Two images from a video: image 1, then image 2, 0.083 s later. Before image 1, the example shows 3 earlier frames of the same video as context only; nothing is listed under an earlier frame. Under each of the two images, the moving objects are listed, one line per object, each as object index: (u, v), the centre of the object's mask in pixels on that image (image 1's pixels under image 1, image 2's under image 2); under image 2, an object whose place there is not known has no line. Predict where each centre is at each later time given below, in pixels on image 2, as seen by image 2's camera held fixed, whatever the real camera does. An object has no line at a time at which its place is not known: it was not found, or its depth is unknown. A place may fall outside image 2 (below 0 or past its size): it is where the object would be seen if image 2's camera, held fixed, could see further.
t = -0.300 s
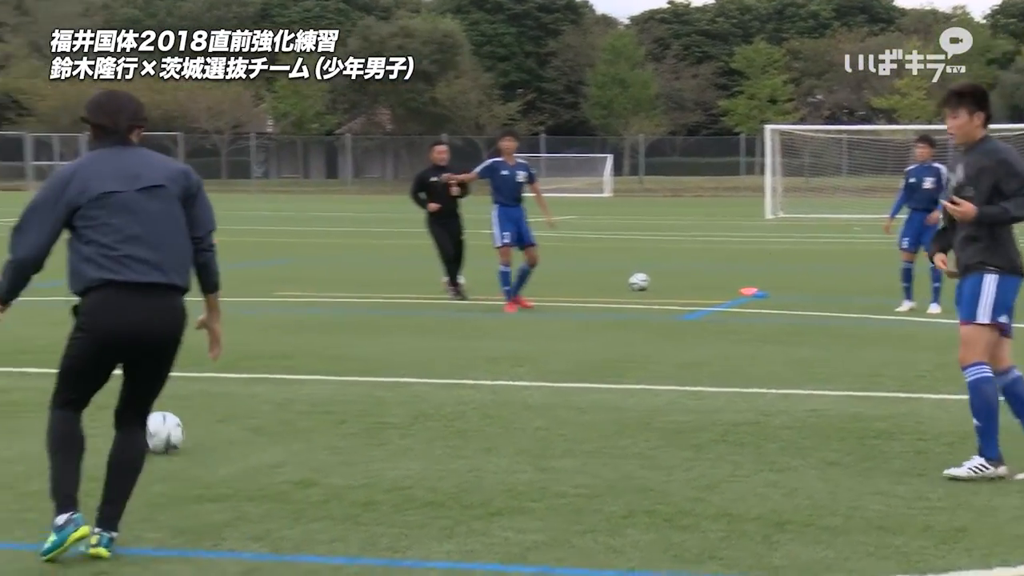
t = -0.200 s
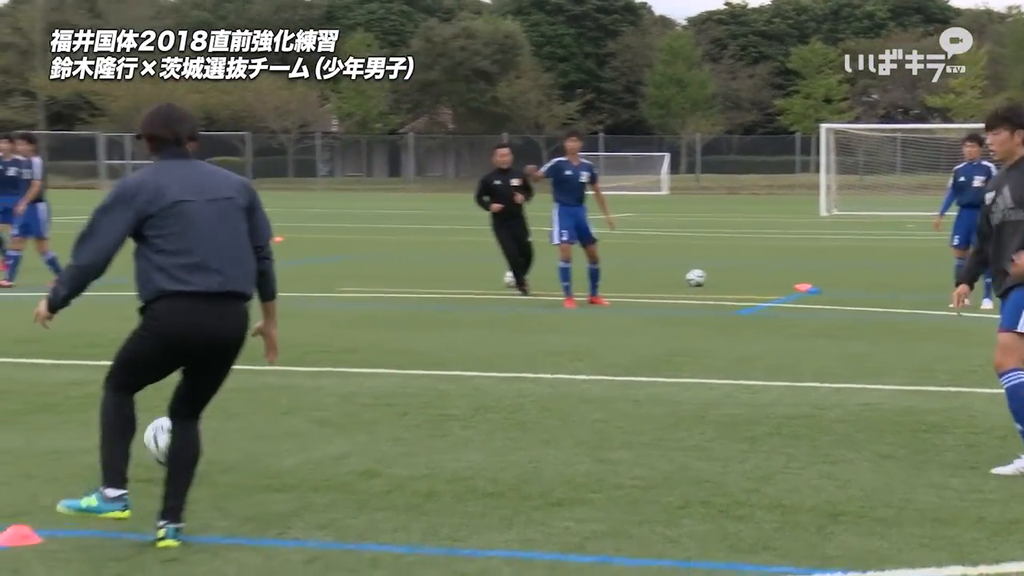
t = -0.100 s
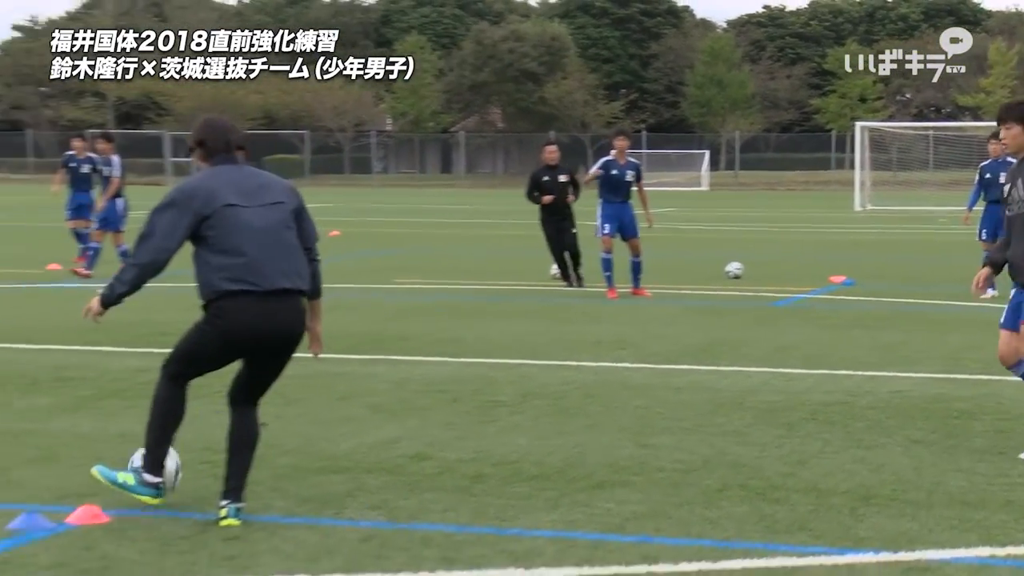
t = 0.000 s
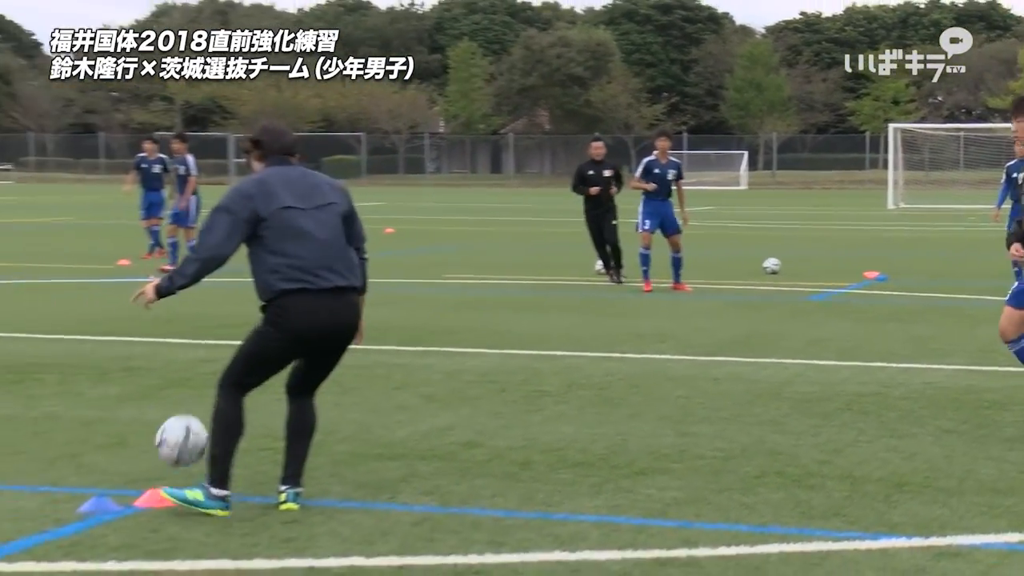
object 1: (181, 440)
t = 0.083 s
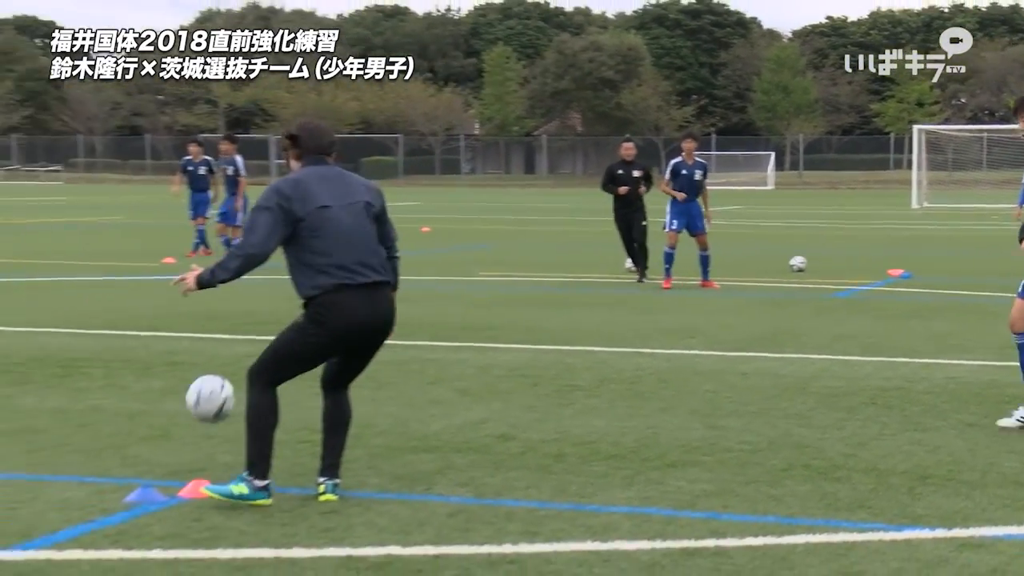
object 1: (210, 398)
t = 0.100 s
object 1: (207, 393)
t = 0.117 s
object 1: (204, 389)
